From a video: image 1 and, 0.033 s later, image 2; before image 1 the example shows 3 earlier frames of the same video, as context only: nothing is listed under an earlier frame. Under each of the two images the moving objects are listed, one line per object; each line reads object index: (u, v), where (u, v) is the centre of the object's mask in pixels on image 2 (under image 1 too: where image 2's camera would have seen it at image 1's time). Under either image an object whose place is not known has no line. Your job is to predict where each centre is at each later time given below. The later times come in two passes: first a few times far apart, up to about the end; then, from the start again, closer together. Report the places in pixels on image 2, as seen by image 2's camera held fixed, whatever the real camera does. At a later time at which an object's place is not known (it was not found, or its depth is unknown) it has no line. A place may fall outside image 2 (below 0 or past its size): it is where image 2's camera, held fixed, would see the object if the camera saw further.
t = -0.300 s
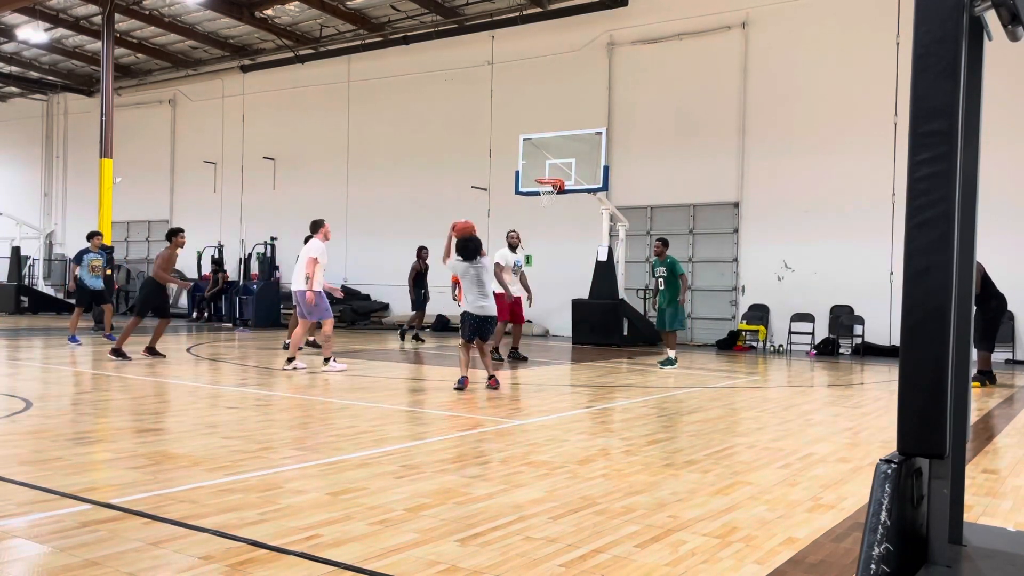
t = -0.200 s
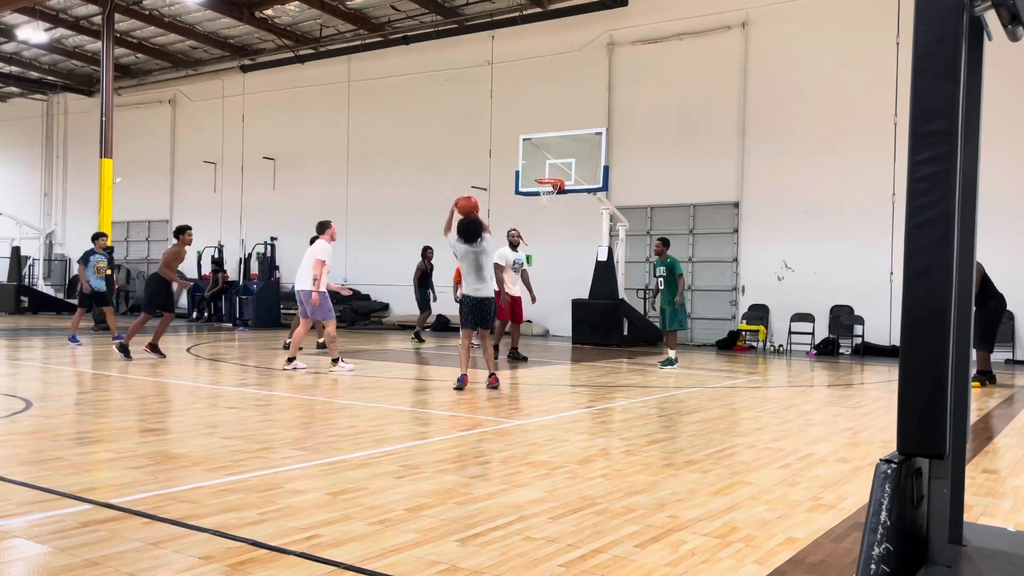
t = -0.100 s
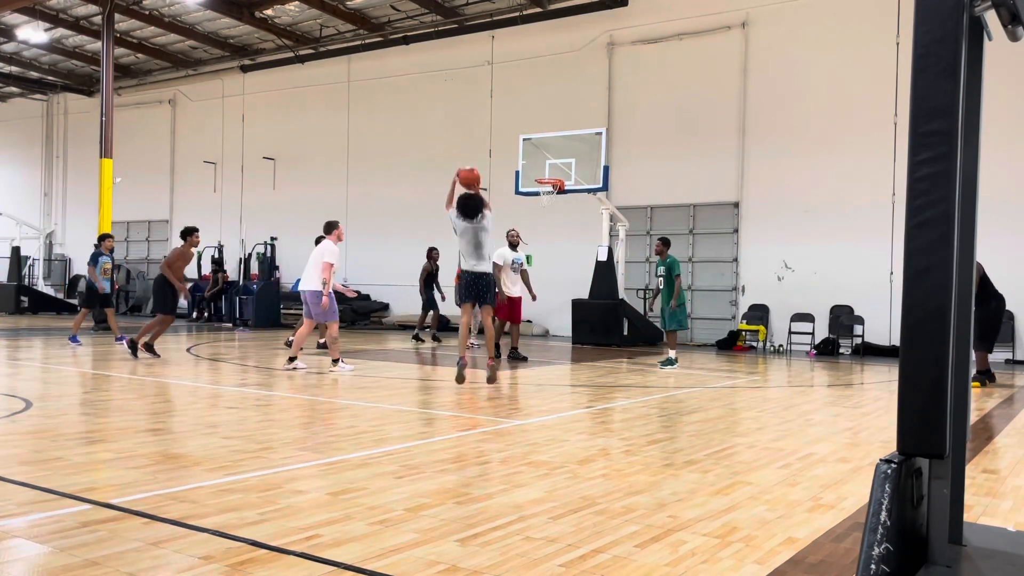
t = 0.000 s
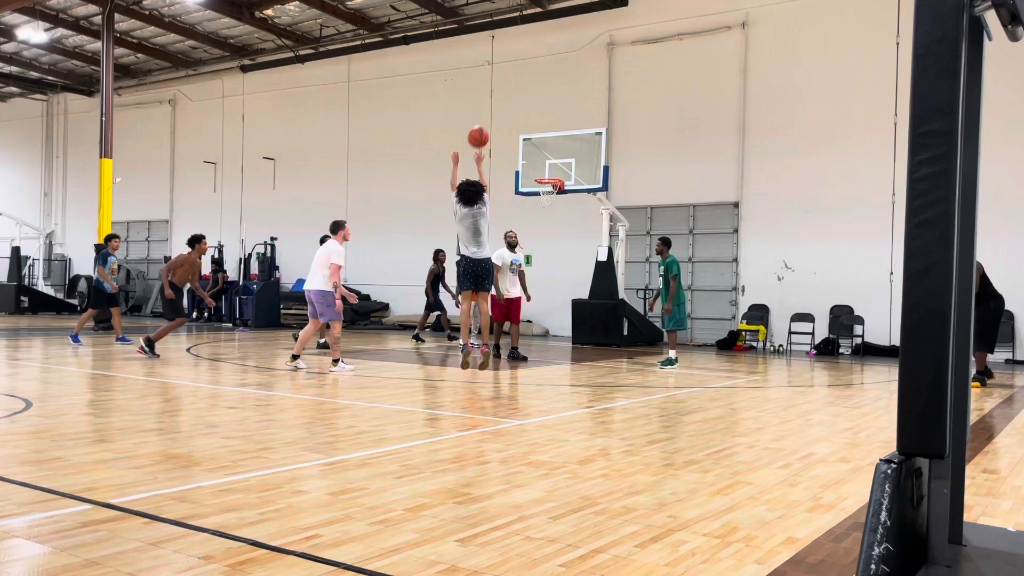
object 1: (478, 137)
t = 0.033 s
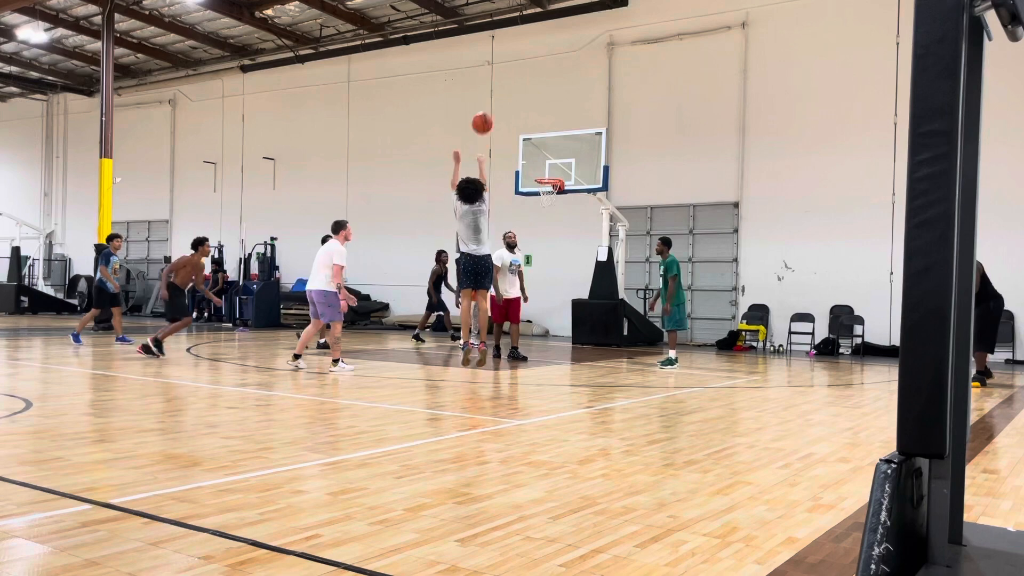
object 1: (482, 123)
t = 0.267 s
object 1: (506, 61)
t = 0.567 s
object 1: (527, 53)
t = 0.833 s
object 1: (541, 93)
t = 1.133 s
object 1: (551, 173)
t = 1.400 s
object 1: (549, 211)
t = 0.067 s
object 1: (486, 110)
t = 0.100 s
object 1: (490, 99)
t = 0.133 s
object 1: (493, 89)
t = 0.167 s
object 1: (496, 81)
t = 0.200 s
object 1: (499, 73)
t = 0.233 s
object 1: (503, 67)
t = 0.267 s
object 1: (506, 61)
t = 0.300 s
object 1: (509, 57)
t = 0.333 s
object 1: (511, 53)
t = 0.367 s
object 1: (514, 51)
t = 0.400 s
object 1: (516, 49)
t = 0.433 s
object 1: (519, 48)
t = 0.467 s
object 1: (521, 49)
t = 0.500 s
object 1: (523, 49)
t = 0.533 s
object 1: (525, 51)
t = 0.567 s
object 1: (527, 53)
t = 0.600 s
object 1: (529, 56)
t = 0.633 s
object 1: (531, 59)
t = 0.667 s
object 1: (533, 63)
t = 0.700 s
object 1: (535, 68)
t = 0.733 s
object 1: (536, 73)
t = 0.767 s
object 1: (538, 79)
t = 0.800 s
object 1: (539, 86)
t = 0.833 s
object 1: (541, 93)
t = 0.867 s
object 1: (542, 100)
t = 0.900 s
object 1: (543, 108)
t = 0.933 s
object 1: (545, 116)
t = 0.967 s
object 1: (546, 124)
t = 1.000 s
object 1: (547, 134)
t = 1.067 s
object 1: (549, 153)
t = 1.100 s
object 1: (550, 163)
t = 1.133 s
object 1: (551, 173)
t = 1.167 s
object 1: (551, 186)
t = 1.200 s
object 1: (552, 192)
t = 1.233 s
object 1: (552, 194)
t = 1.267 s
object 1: (551, 197)
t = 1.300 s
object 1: (551, 200)
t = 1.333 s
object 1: (550, 203)
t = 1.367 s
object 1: (550, 207)
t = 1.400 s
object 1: (549, 211)
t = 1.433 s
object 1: (549, 216)
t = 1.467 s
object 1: (548, 221)
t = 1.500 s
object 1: (547, 227)
